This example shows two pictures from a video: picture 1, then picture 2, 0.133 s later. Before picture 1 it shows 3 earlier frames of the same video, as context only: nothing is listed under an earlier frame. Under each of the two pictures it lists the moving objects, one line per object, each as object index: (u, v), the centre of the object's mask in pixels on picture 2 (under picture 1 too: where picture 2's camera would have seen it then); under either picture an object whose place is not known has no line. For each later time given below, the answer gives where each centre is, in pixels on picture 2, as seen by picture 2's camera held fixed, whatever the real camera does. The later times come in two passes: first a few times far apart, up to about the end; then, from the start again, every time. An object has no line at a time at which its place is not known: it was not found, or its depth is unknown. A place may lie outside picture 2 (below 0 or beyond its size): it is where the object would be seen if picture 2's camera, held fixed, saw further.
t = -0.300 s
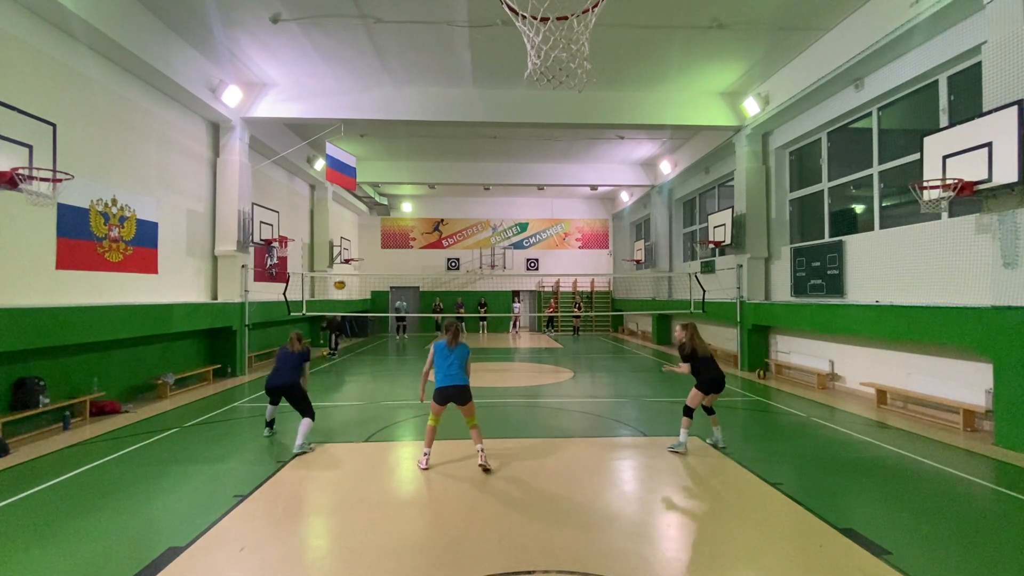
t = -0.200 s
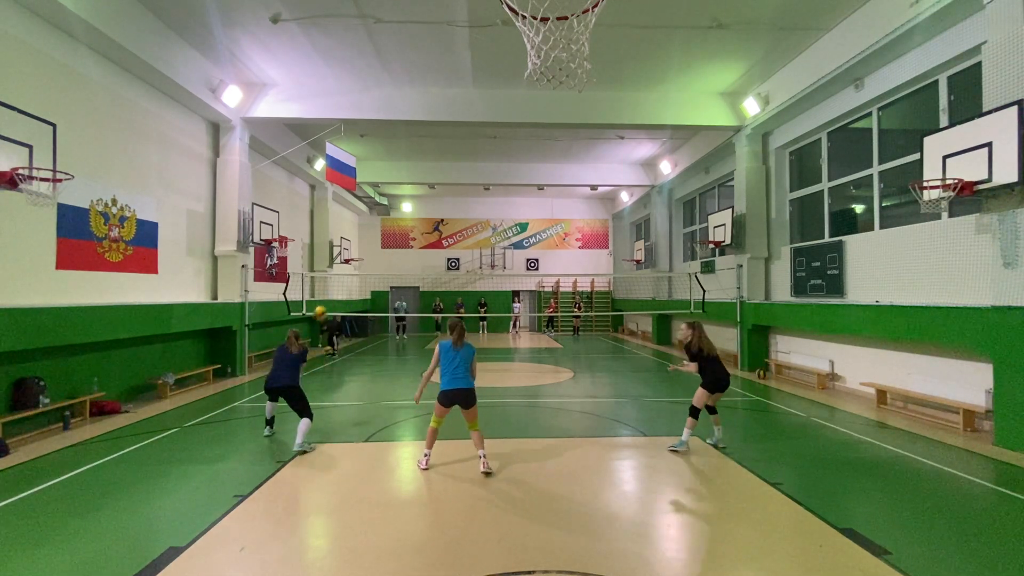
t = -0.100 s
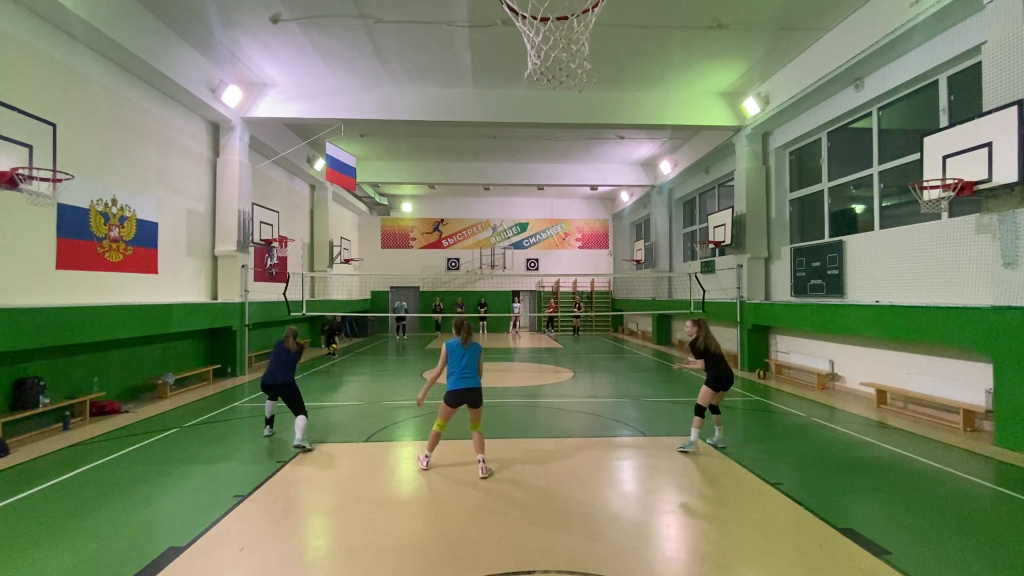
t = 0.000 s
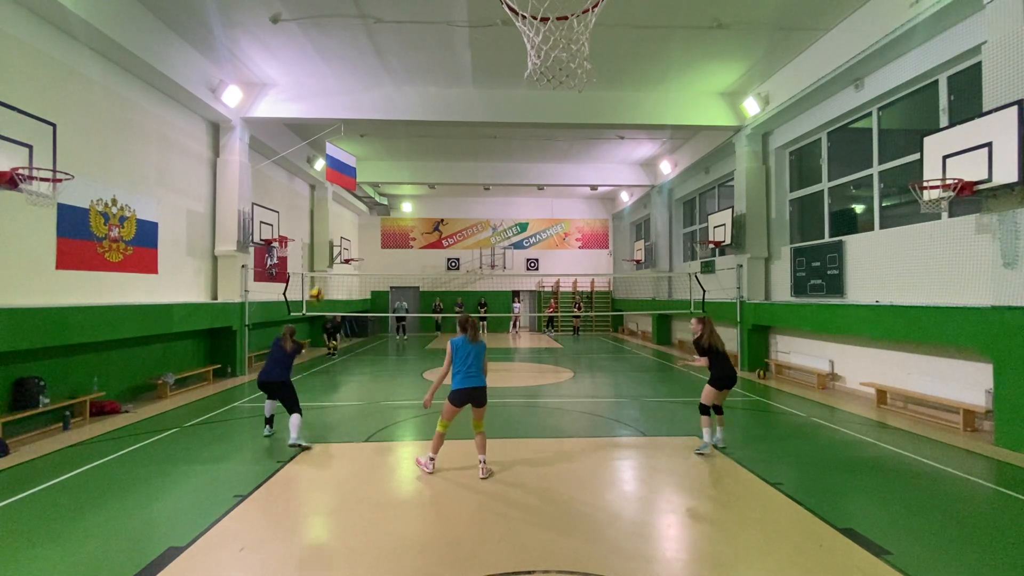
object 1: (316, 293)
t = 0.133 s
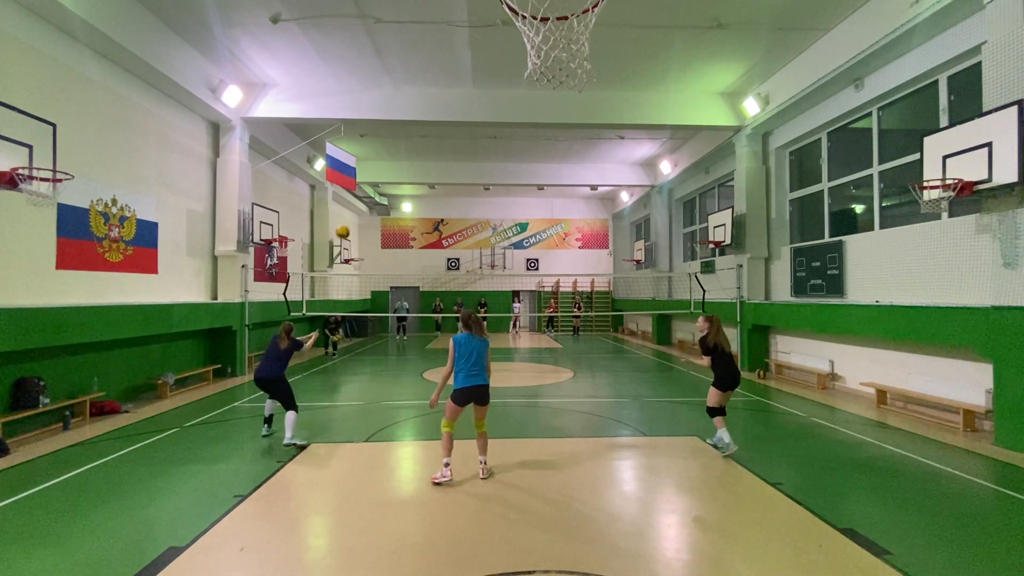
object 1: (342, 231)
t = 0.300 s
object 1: (370, 179)
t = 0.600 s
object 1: (408, 134)
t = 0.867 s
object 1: (436, 136)
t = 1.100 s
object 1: (457, 163)
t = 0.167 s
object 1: (348, 220)
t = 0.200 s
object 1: (354, 208)
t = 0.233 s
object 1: (360, 197)
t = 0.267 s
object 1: (364, 187)
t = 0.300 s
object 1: (370, 179)
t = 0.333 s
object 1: (374, 171)
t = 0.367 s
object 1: (379, 164)
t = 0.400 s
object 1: (384, 158)
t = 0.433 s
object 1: (388, 151)
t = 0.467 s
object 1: (393, 147)
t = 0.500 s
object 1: (397, 143)
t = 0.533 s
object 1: (400, 139)
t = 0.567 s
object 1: (404, 136)
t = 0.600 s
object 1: (408, 134)
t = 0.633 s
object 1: (412, 133)
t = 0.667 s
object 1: (416, 132)
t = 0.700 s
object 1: (419, 131)
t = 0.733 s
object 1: (423, 131)
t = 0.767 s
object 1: (426, 132)
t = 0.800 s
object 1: (430, 133)
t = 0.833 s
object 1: (433, 134)
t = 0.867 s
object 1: (436, 136)
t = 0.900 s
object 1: (439, 139)
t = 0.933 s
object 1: (442, 141)
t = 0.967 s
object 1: (446, 145)
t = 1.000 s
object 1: (449, 149)
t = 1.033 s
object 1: (452, 153)
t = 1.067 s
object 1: (455, 158)
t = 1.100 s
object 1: (457, 163)
